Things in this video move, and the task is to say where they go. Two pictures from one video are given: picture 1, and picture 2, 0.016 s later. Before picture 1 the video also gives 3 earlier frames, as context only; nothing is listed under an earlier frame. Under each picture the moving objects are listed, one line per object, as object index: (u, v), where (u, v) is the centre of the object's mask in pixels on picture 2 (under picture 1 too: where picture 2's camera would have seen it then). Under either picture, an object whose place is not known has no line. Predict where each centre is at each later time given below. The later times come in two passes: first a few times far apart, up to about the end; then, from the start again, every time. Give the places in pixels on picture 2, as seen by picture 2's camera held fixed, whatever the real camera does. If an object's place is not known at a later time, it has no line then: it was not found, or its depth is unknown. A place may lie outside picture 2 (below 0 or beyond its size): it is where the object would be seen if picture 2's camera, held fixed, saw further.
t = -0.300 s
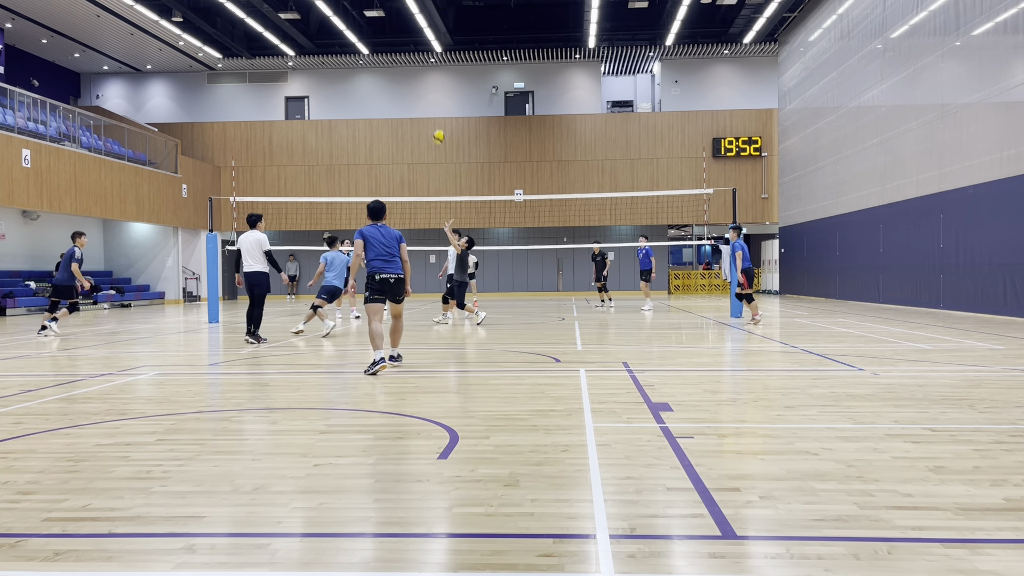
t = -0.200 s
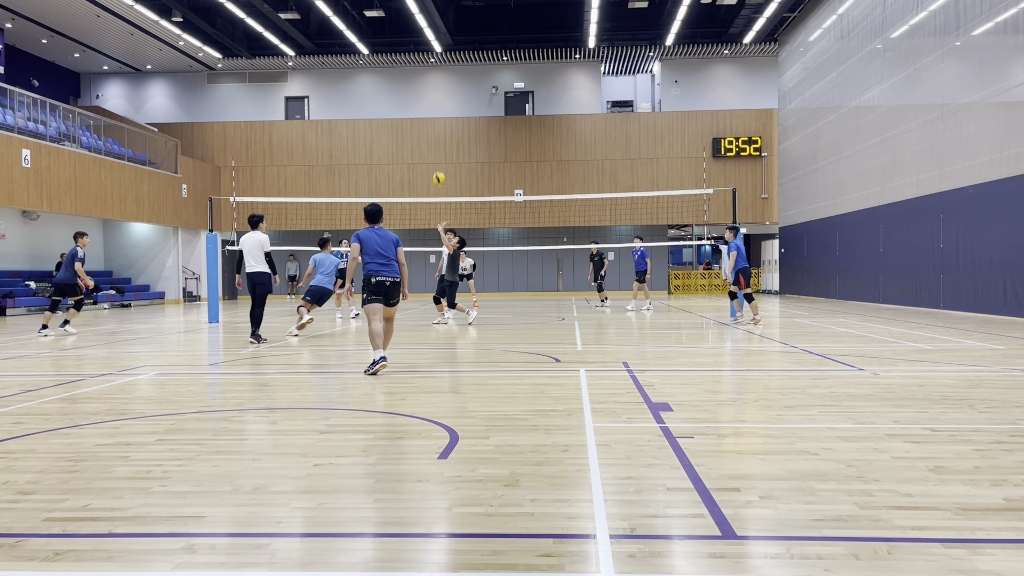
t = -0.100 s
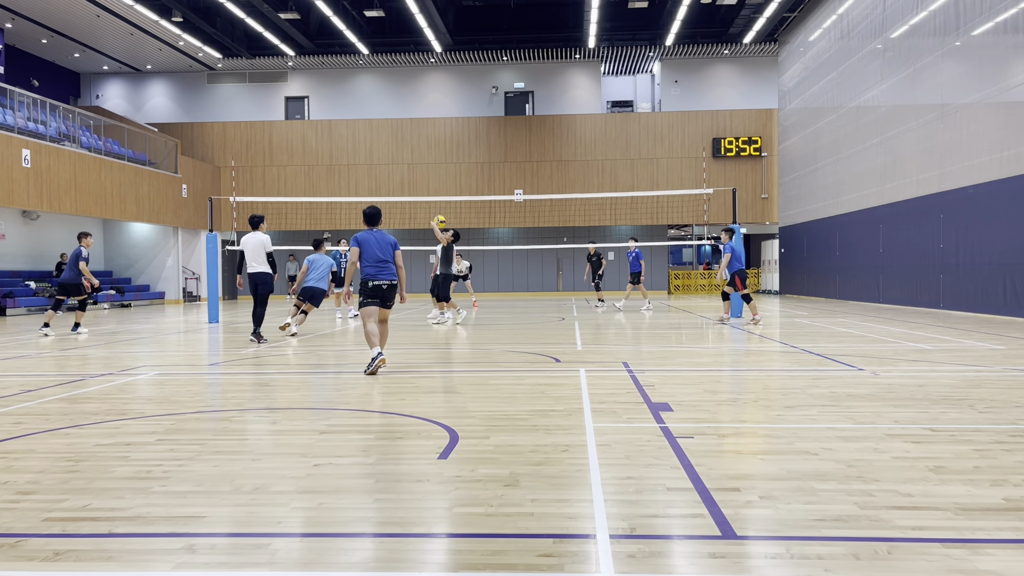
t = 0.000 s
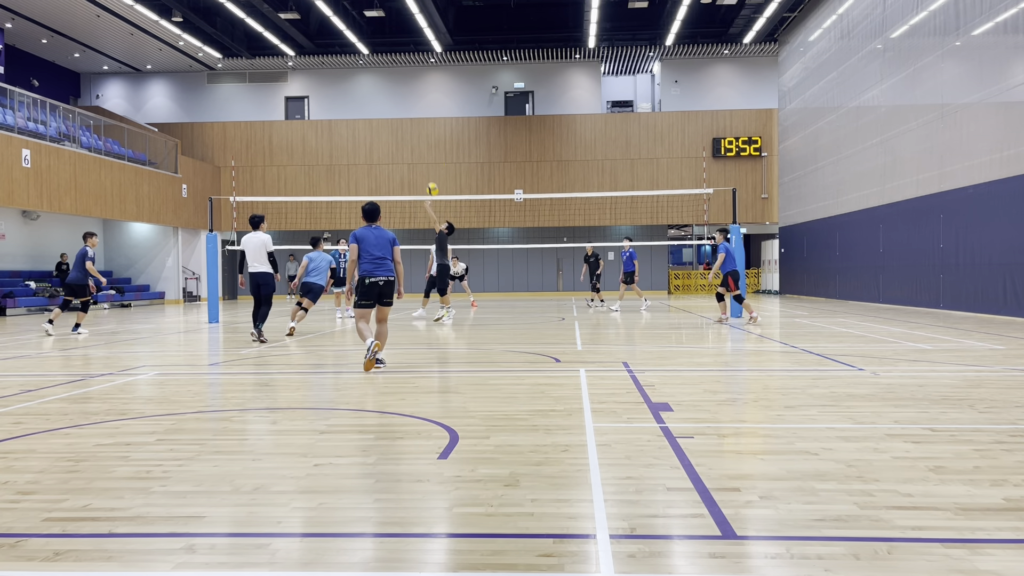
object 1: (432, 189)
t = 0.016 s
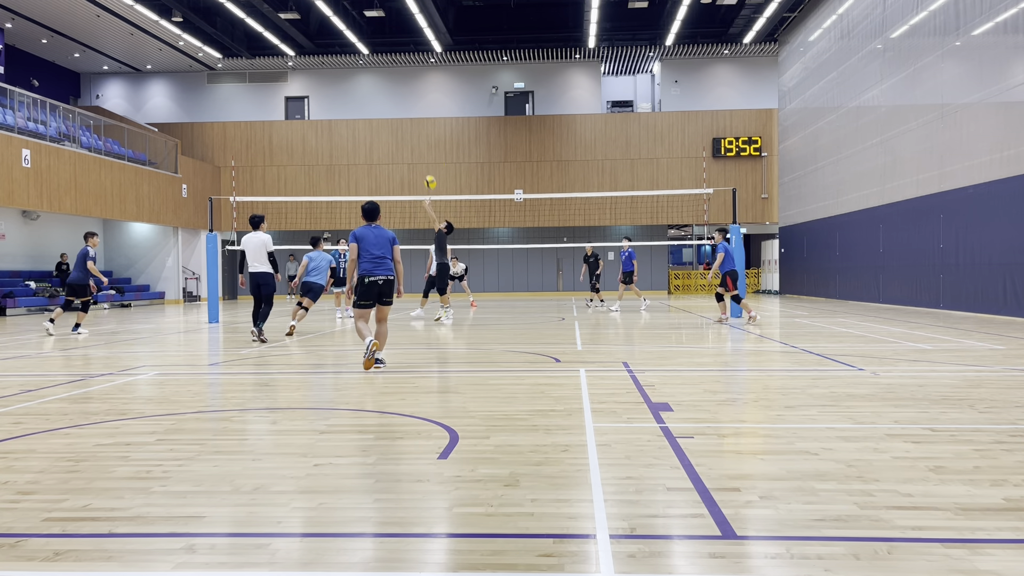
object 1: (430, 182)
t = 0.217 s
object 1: (404, 110)
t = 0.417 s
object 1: (380, 63)
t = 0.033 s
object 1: (428, 175)
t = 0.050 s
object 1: (426, 168)
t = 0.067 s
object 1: (424, 162)
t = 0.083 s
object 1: (422, 155)
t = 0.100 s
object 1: (419, 149)
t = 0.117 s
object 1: (417, 143)
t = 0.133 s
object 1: (415, 137)
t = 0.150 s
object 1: (413, 131)
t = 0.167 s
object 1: (411, 125)
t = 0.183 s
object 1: (409, 120)
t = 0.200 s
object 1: (407, 115)
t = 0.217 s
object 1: (404, 110)
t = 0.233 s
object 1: (402, 105)
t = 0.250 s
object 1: (400, 100)
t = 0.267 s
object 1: (398, 96)
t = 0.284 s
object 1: (396, 91)
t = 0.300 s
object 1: (394, 87)
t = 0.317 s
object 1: (392, 83)
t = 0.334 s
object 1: (390, 79)
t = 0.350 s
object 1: (388, 76)
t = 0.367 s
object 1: (386, 72)
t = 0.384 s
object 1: (384, 69)
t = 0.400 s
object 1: (382, 66)
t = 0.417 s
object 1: (380, 63)
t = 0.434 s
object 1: (378, 60)
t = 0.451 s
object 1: (376, 57)
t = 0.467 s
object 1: (374, 55)
